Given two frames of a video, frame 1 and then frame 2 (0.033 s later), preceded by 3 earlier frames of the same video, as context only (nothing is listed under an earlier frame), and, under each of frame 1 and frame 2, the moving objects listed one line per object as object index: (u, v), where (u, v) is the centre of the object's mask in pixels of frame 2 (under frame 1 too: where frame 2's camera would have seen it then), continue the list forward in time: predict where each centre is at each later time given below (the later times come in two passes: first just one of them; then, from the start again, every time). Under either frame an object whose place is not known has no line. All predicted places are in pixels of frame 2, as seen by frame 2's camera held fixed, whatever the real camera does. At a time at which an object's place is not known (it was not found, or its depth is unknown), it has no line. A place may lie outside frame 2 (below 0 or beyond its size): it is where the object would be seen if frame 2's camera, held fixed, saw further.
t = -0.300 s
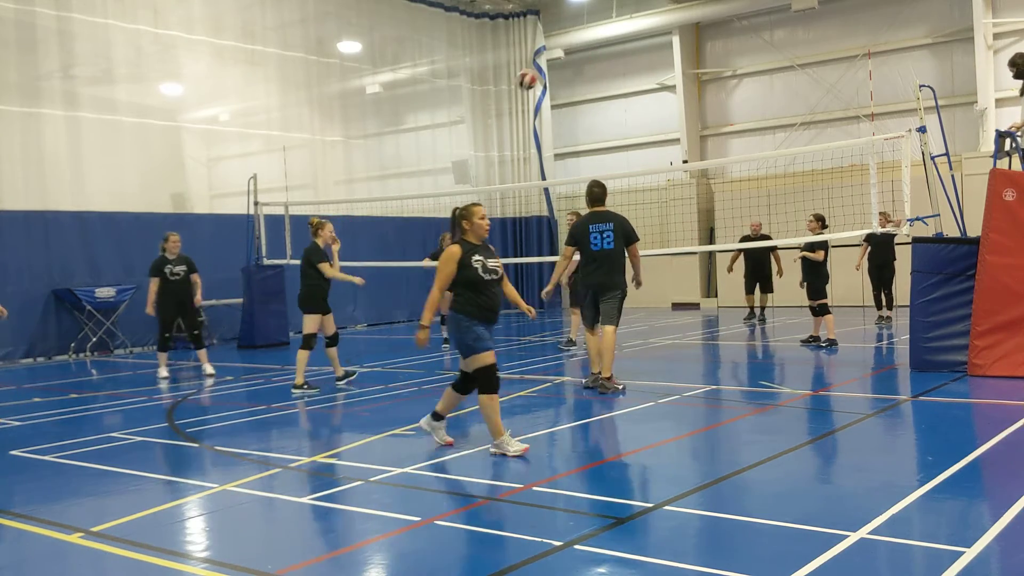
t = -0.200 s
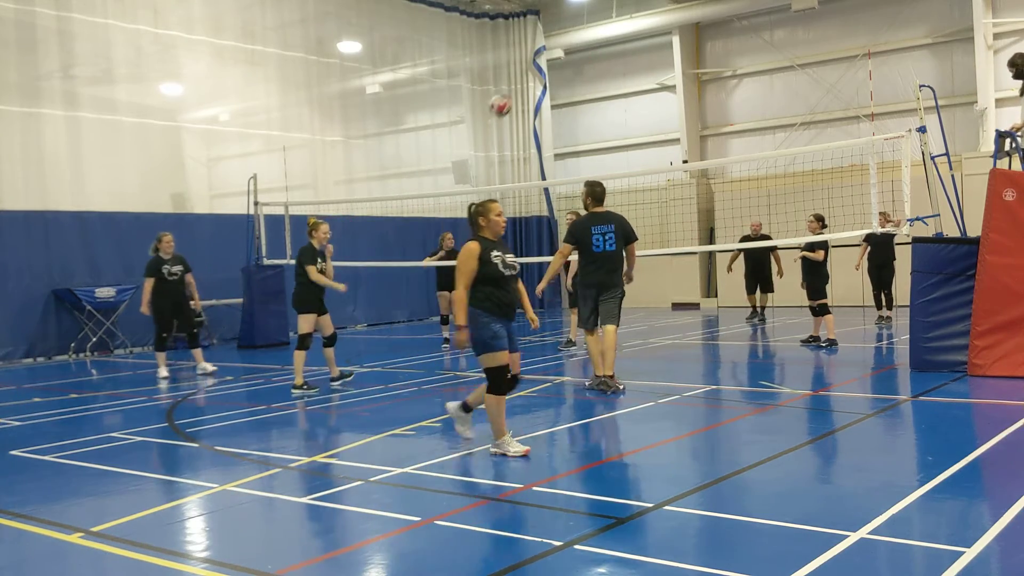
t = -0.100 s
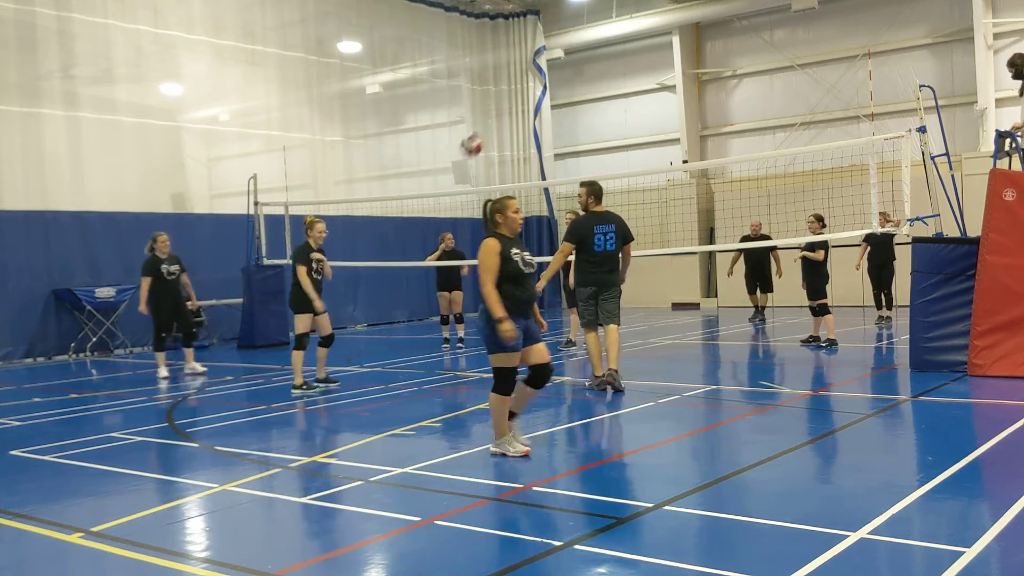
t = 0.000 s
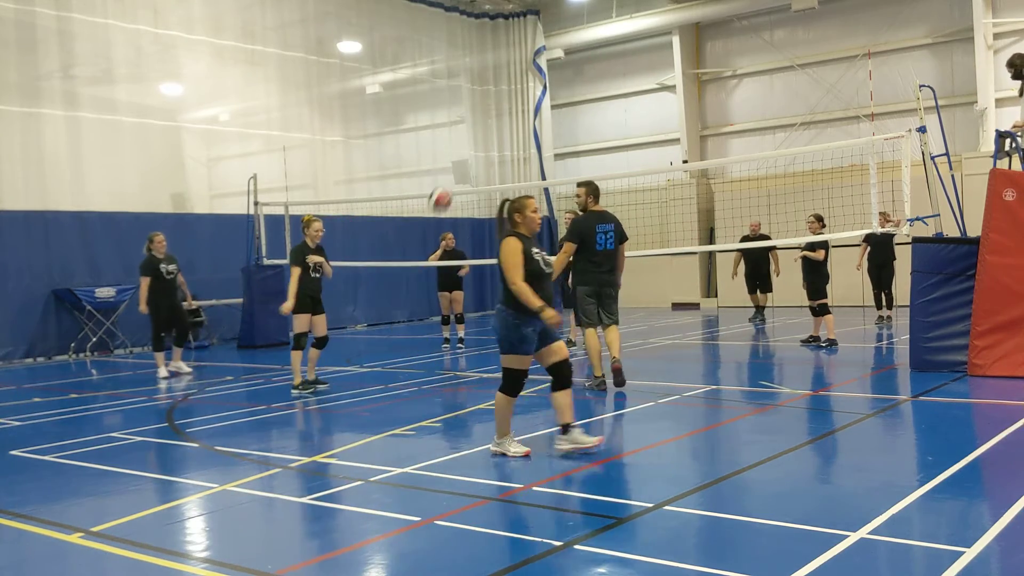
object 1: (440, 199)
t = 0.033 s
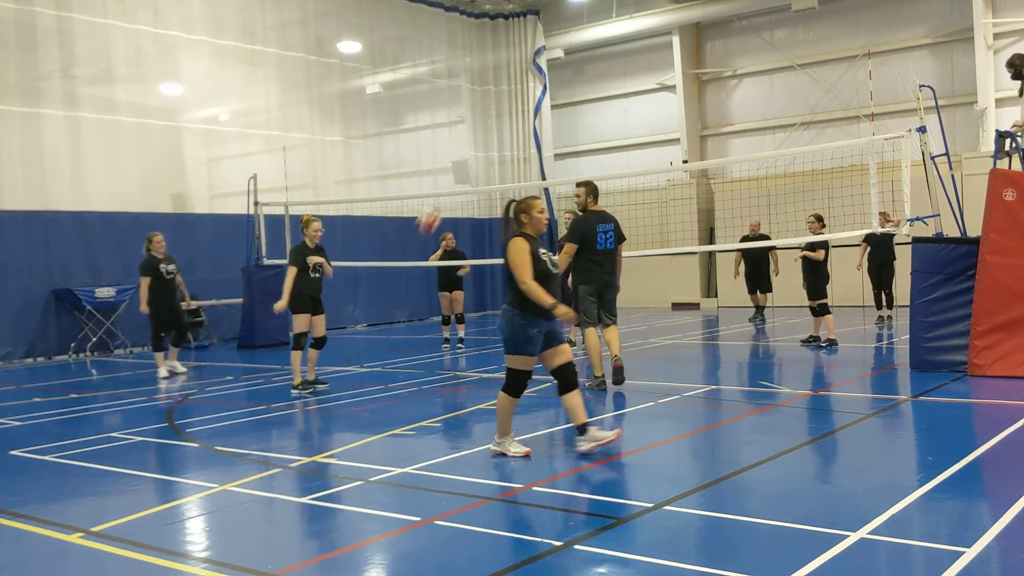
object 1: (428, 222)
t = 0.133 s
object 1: (395, 298)
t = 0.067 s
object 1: (417, 243)
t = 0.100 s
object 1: (406, 270)
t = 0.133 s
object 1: (395, 298)
